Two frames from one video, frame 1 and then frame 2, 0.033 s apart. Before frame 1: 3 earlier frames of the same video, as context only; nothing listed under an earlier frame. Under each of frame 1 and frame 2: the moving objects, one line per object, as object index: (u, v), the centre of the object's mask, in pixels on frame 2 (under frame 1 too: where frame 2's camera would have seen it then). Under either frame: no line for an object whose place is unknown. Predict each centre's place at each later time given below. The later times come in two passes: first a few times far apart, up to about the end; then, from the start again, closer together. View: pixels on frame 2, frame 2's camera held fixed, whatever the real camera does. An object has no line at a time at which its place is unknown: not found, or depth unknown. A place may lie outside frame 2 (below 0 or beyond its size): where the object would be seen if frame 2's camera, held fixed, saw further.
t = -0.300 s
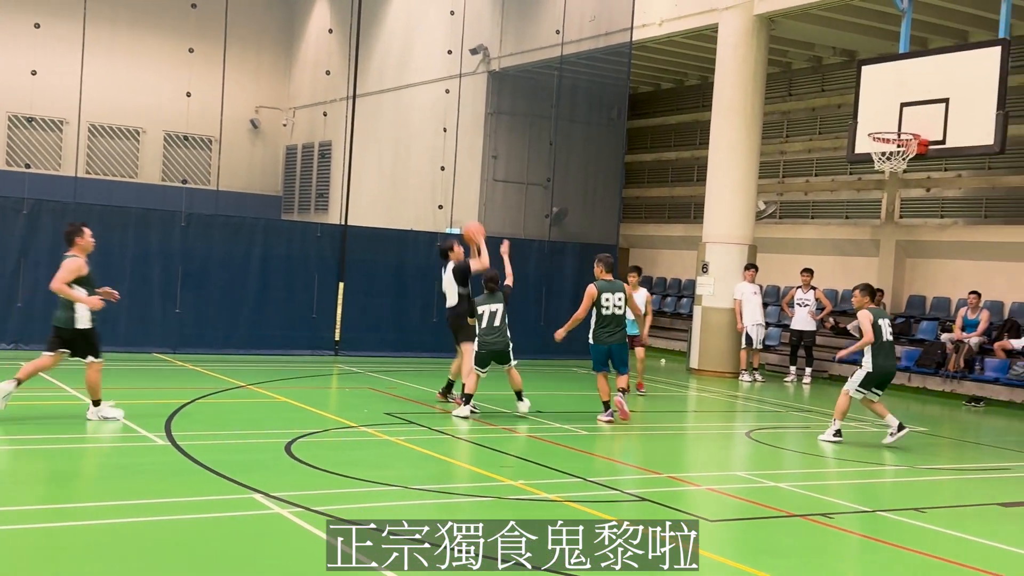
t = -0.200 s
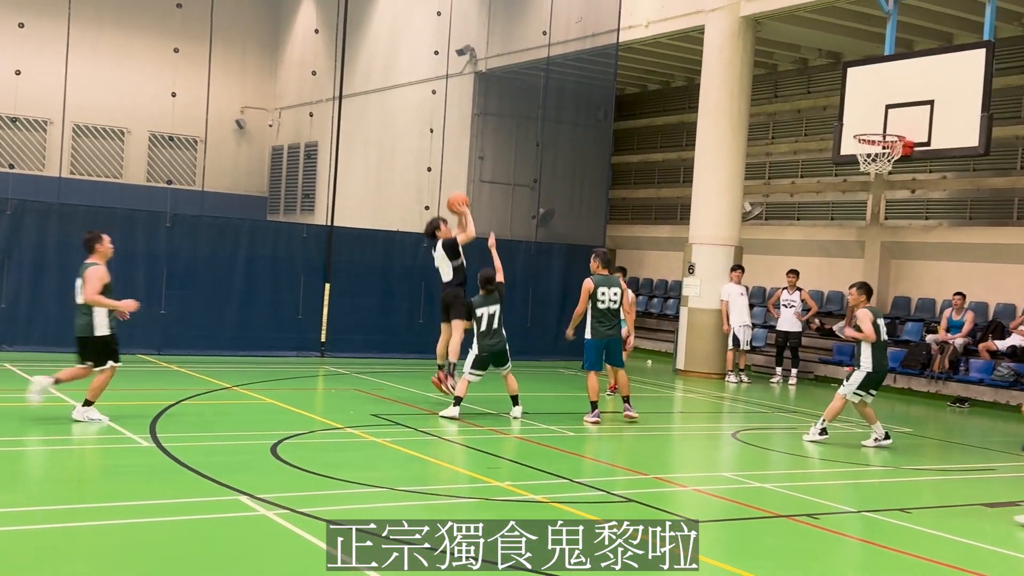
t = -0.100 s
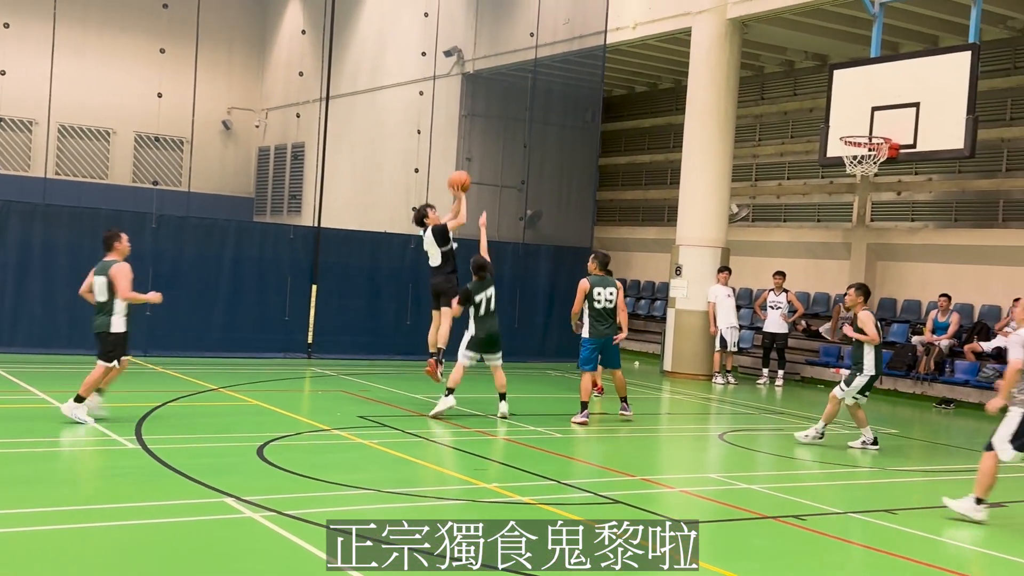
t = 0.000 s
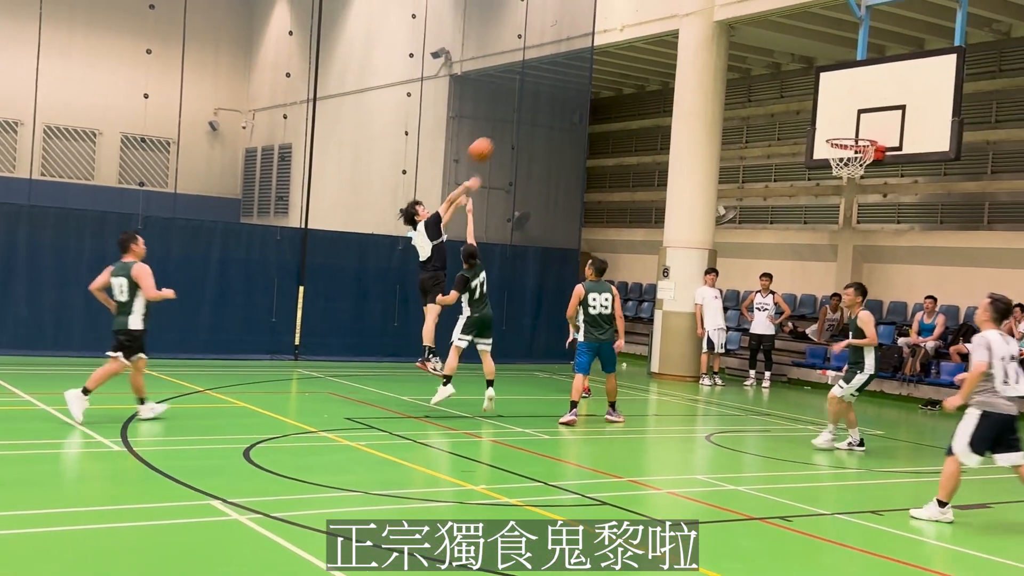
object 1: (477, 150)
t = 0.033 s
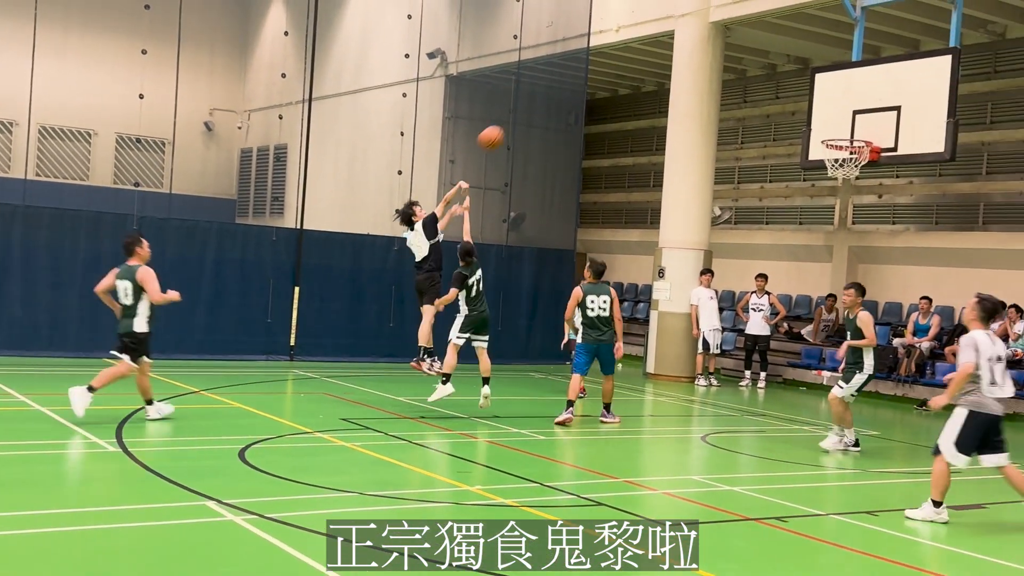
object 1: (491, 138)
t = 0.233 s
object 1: (580, 82)
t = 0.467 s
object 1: (680, 60)
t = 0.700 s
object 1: (781, 87)
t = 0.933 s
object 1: (861, 133)
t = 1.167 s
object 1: (849, 94)
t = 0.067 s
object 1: (506, 126)
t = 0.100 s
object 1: (521, 115)
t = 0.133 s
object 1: (535, 105)
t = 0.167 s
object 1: (550, 96)
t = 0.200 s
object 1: (565, 88)
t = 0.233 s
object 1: (580, 82)
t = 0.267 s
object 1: (595, 76)
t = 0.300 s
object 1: (609, 71)
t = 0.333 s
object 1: (623, 66)
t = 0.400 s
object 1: (652, 60)
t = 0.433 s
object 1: (666, 60)
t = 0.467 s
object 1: (680, 60)
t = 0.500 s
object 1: (695, 61)
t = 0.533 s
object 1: (709, 62)
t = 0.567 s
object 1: (724, 65)
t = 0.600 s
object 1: (738, 69)
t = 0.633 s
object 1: (753, 75)
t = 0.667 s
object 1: (767, 80)
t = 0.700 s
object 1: (781, 87)
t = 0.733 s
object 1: (796, 96)
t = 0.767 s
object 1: (808, 105)
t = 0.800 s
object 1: (824, 116)
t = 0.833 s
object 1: (838, 127)
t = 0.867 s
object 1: (851, 134)
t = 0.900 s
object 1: (856, 133)
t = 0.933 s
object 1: (861, 133)
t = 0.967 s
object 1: (860, 126)
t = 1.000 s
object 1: (858, 118)
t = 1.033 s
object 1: (856, 111)
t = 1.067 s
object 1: (855, 105)
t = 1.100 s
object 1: (853, 101)
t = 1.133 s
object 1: (851, 97)
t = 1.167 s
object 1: (849, 94)
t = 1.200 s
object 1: (846, 93)
